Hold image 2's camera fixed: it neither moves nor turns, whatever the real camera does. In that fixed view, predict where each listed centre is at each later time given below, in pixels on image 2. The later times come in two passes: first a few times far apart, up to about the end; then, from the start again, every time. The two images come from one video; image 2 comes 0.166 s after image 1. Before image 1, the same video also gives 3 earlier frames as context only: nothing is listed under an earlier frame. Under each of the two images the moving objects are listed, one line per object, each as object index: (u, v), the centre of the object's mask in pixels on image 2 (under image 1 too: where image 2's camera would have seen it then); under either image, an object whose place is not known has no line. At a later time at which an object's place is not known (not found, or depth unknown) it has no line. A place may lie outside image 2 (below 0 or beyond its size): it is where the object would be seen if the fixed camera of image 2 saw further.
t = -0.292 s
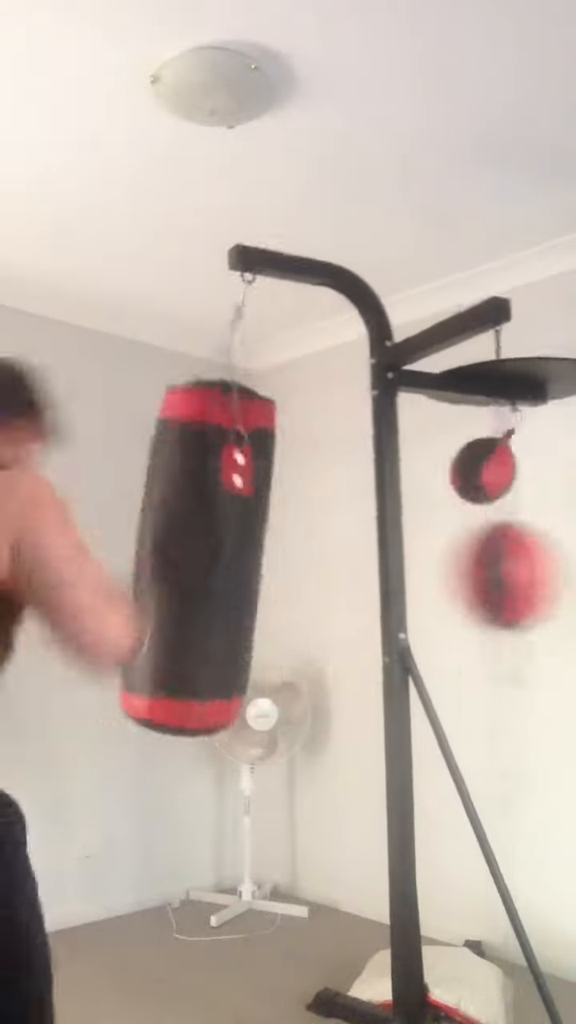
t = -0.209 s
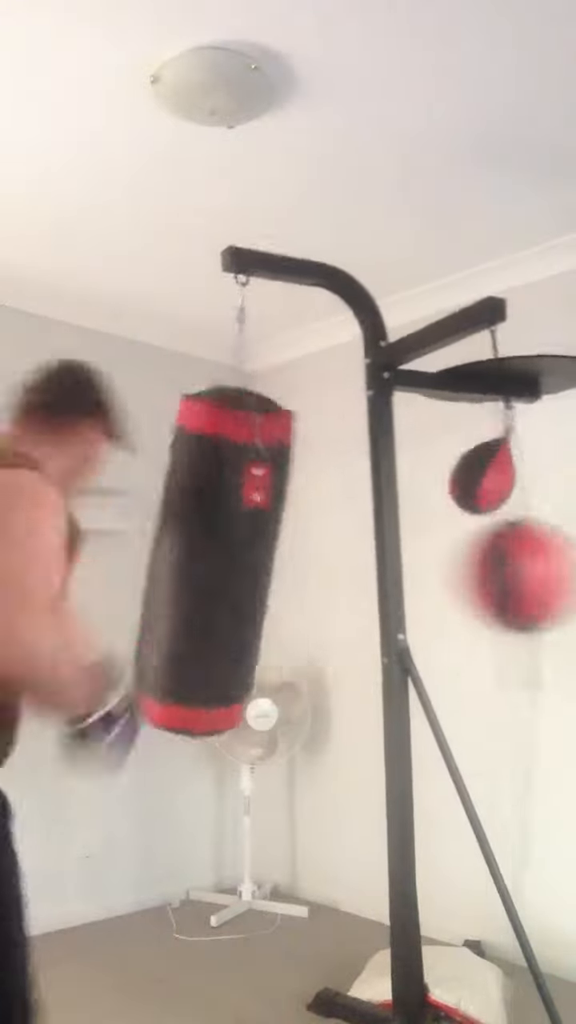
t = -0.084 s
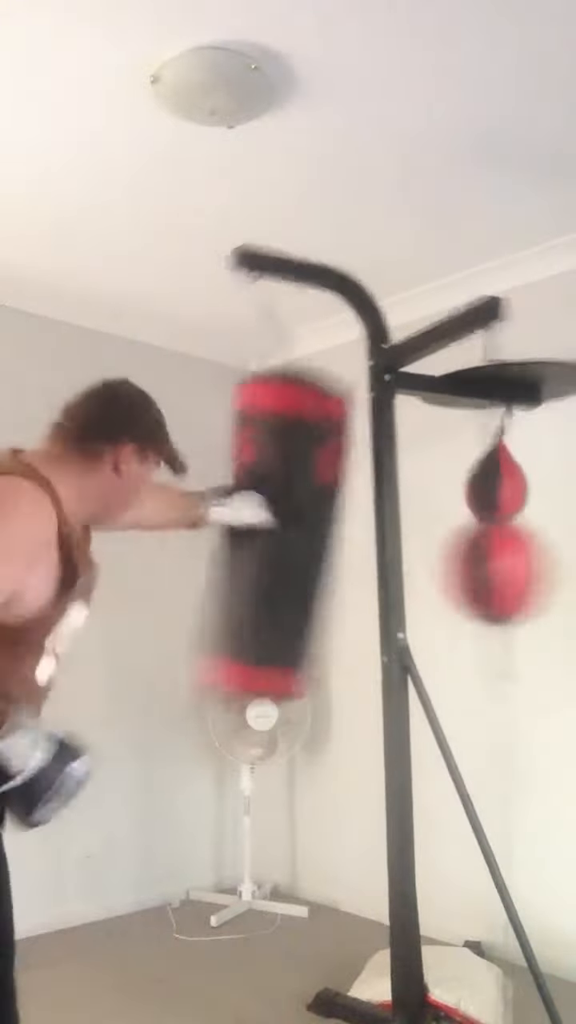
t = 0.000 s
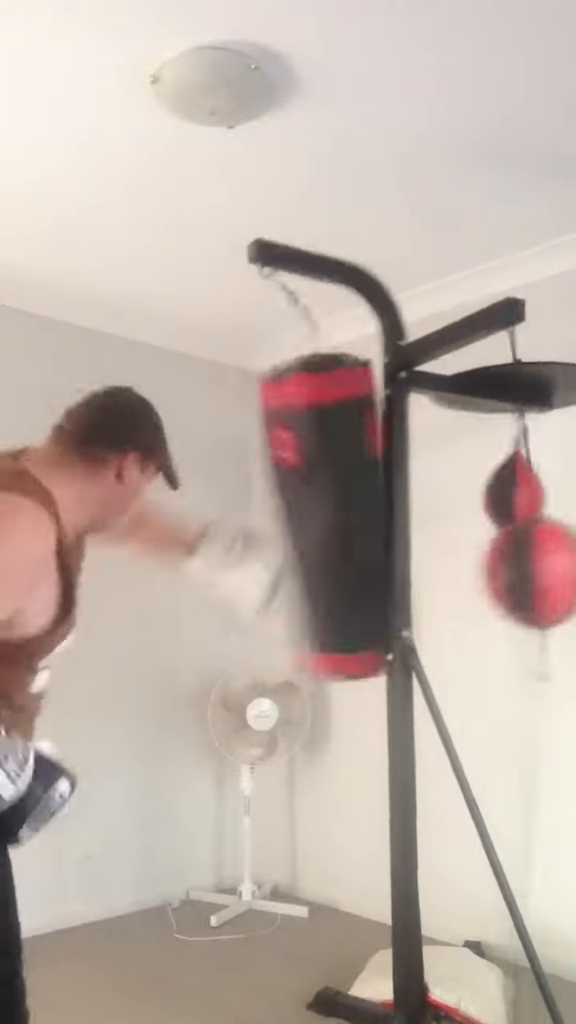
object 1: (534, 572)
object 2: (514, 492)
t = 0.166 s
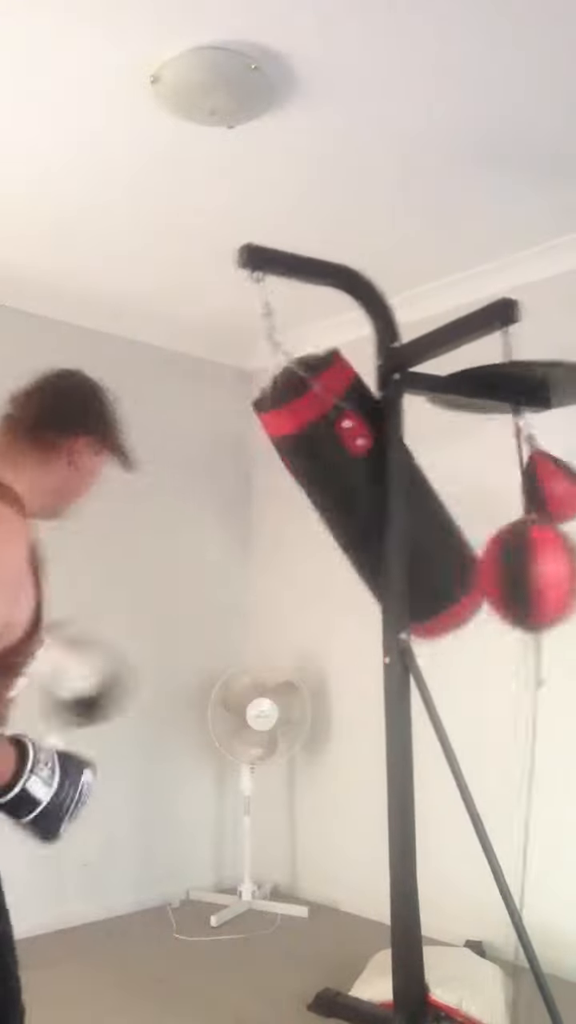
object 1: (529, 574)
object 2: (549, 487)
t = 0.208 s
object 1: (523, 573)
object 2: (549, 477)
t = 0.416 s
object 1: (530, 575)
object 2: (556, 480)
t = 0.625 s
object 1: (527, 576)
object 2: (515, 486)
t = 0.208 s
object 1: (523, 573)
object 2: (549, 477)
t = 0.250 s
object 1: (476, 575)
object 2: (549, 468)
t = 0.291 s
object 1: (470, 574)
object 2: (550, 464)
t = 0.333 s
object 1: (507, 575)
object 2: (551, 466)
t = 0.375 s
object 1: (532, 574)
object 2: (552, 472)
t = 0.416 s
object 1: (530, 575)
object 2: (556, 480)
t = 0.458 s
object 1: (494, 575)
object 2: (555, 481)
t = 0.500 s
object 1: (476, 574)
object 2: (551, 485)
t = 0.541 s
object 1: (496, 575)
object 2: (543, 489)
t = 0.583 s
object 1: (526, 577)
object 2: (529, 488)
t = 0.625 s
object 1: (527, 576)
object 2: (515, 486)
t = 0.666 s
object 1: (499, 576)
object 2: (504, 486)
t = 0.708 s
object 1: (474, 575)
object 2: (492, 483)
